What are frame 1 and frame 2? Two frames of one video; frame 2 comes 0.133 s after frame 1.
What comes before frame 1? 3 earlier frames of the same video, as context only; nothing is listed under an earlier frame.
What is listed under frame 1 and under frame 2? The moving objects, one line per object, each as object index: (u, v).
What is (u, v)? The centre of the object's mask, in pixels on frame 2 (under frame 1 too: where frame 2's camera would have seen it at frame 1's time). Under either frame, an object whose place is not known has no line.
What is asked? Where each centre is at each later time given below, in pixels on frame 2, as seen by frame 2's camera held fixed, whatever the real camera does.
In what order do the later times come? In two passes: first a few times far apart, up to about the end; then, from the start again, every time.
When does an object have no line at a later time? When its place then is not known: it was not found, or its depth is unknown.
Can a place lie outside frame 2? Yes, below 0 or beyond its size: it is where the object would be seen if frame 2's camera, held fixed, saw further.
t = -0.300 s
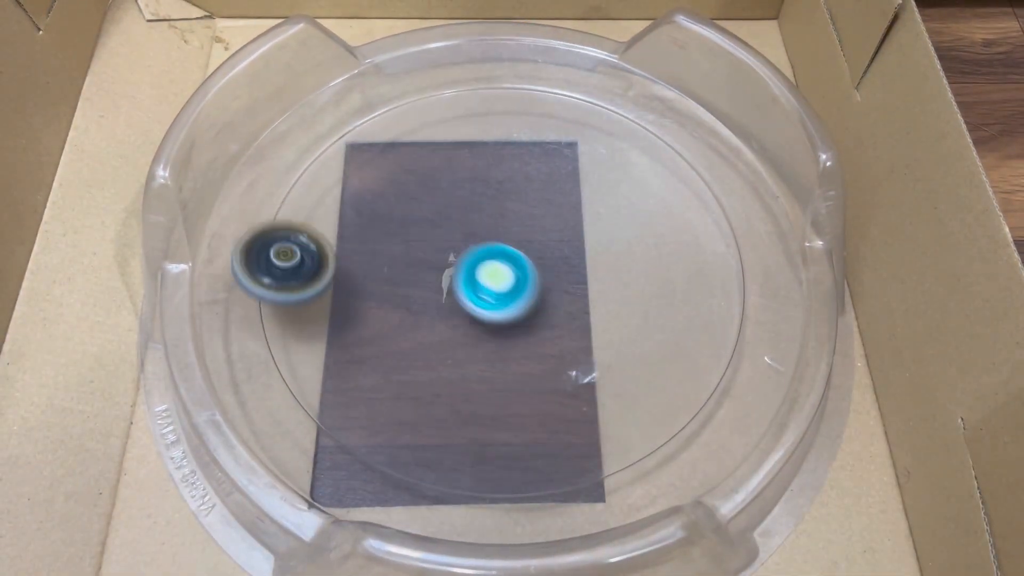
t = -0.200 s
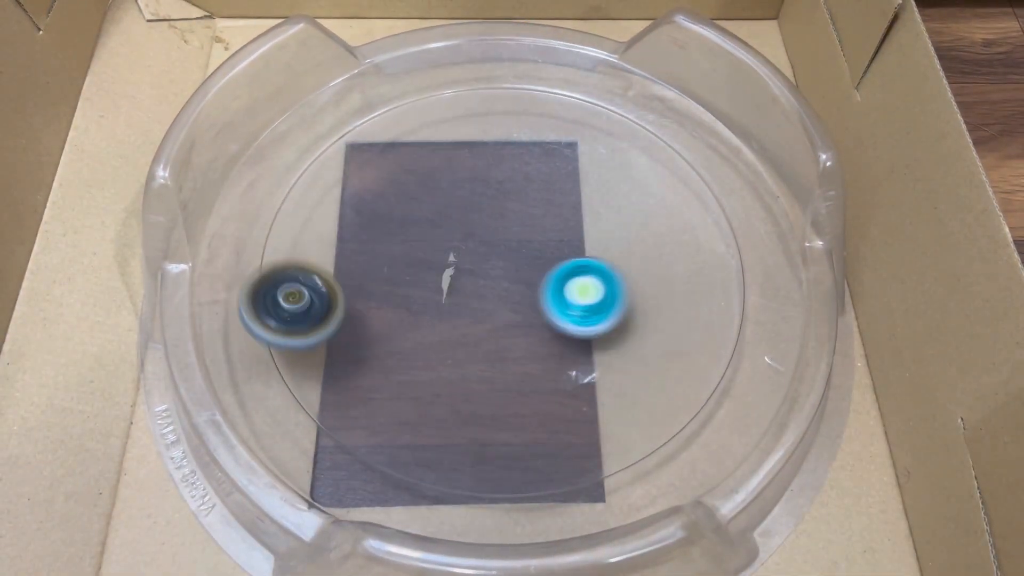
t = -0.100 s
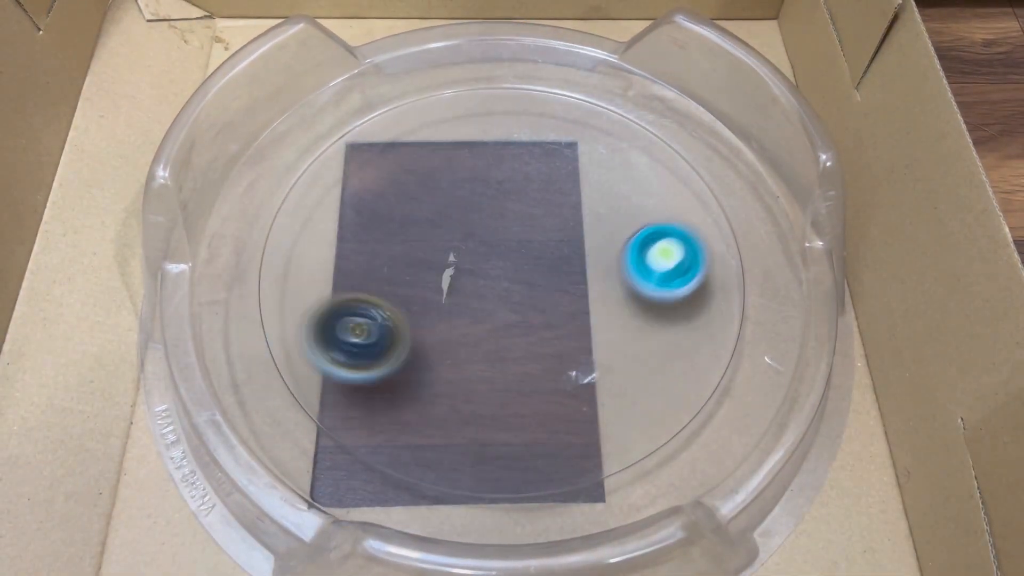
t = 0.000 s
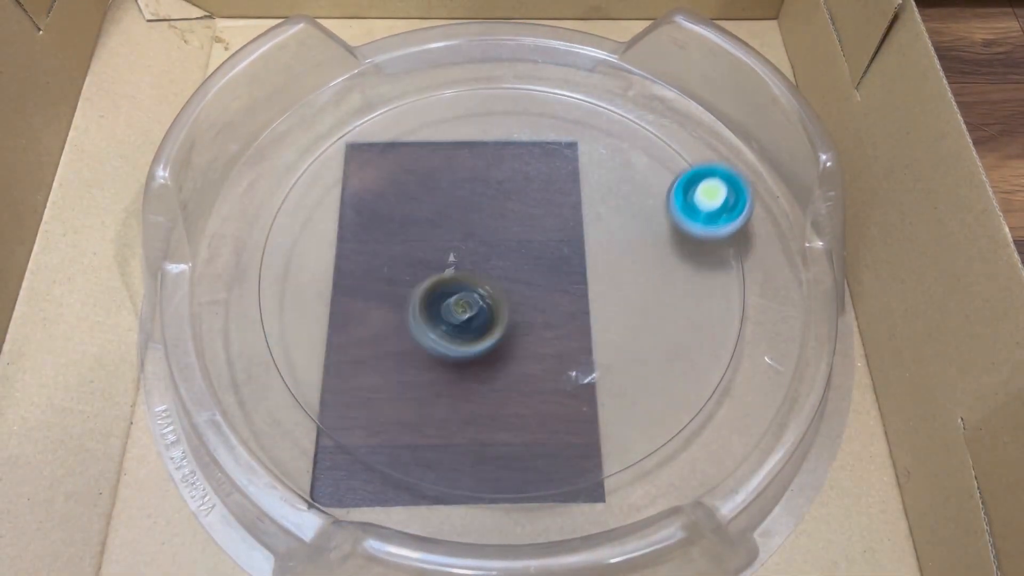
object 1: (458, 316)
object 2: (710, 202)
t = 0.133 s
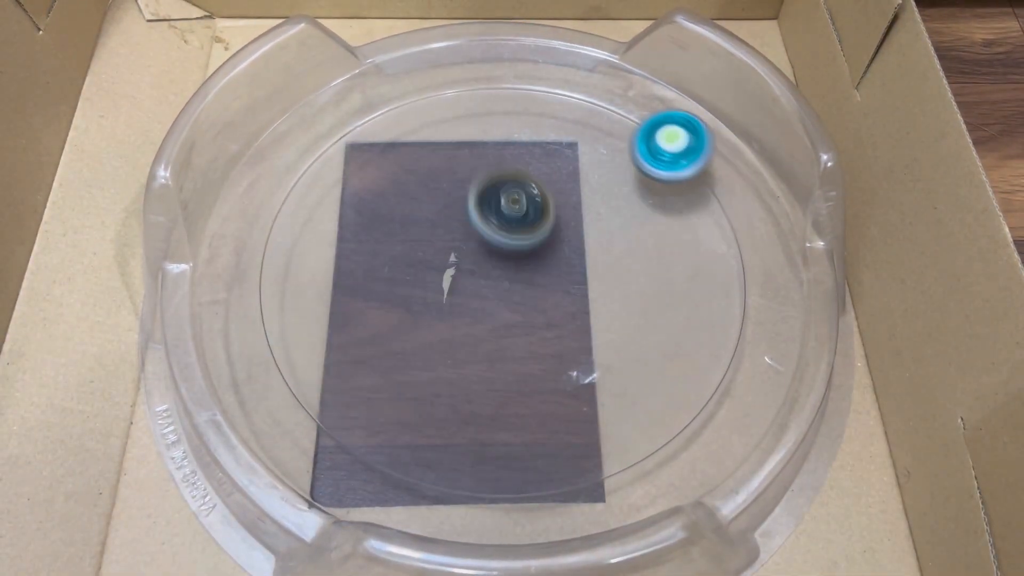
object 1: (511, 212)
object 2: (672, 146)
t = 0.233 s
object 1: (478, 134)
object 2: (635, 133)
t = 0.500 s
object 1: (330, 141)
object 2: (502, 229)
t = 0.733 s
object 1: (436, 273)
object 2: (601, 357)
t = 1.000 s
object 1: (633, 133)
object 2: (736, 282)
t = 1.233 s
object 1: (518, 80)
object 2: (643, 212)
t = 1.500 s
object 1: (474, 198)
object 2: (450, 319)
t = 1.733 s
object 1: (659, 258)
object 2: (557, 463)
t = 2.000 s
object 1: (670, 139)
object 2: (661, 341)
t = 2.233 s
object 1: (519, 156)
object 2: (497, 284)
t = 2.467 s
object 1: (474, 306)
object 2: (438, 428)
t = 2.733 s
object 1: (724, 324)
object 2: (529, 451)
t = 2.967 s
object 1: (670, 165)
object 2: (569, 324)
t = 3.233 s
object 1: (445, 193)
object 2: (360, 258)
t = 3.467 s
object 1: (443, 370)
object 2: (300, 358)
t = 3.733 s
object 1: (677, 318)
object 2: (461, 374)
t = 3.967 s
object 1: (571, 163)
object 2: (513, 218)
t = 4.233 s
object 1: (405, 132)
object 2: (320, 208)
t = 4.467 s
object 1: (446, 259)
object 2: (353, 320)
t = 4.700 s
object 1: (625, 216)
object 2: (547, 263)
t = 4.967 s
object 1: (579, 87)
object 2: (484, 92)
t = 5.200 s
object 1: (519, 163)
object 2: (395, 113)
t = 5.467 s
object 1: (641, 284)
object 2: (441, 252)
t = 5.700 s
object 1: (719, 211)
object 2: (615, 242)
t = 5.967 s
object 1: (650, 204)
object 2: (549, 189)
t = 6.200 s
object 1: (590, 335)
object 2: (539, 210)
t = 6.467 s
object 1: (691, 375)
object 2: (585, 239)
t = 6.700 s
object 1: (596, 327)
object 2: (584, 204)
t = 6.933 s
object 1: (552, 432)
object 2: (480, 220)
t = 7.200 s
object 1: (558, 412)
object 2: (535, 333)
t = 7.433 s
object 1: (553, 443)
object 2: (572, 241)
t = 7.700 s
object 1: (507, 350)
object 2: (518, 268)
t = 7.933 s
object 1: (391, 389)
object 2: (500, 253)
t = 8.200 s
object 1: (442, 363)
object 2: (491, 280)
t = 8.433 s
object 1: (382, 297)
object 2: (522, 232)
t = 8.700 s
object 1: (396, 295)
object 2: (496, 228)
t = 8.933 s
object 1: (405, 230)
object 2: (512, 219)
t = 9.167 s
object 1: (409, 235)
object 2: (507, 221)
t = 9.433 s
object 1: (441, 231)
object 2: (569, 213)
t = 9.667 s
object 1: (490, 210)
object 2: (580, 195)
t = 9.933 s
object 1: (389, 274)
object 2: (693, 157)
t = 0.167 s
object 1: (507, 184)
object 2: (659, 139)
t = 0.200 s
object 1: (495, 157)
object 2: (648, 135)
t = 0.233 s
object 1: (478, 134)
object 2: (635, 133)
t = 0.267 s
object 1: (455, 112)
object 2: (621, 133)
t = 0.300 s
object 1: (430, 96)
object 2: (603, 137)
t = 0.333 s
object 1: (404, 86)
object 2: (581, 143)
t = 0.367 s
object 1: (387, 93)
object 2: (559, 153)
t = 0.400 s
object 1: (372, 107)
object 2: (539, 168)
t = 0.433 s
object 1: (358, 121)
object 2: (522, 186)
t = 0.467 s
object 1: (344, 131)
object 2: (510, 207)
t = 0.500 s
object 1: (330, 141)
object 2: (502, 229)
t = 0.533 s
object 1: (320, 156)
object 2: (501, 254)
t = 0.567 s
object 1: (318, 174)
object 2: (506, 279)
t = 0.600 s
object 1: (325, 195)
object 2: (517, 303)
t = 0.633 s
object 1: (343, 219)
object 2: (533, 323)
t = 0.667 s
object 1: (367, 243)
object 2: (554, 339)
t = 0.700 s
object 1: (398, 261)
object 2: (577, 351)
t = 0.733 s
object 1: (436, 273)
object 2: (601, 357)
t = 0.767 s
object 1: (476, 276)
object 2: (626, 358)
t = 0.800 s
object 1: (514, 272)
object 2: (651, 355)
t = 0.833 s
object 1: (549, 260)
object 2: (675, 347)
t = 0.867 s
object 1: (580, 242)
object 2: (696, 335)
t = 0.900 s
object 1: (604, 219)
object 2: (715, 322)
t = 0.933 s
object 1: (621, 192)
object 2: (729, 309)
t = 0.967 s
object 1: (630, 163)
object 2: (737, 296)
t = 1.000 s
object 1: (633, 133)
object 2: (736, 282)
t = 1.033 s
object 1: (631, 104)
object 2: (733, 271)
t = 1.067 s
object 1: (615, 87)
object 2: (728, 260)
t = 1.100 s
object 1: (594, 84)
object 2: (720, 249)
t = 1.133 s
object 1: (571, 84)
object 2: (708, 239)
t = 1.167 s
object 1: (549, 83)
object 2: (691, 229)
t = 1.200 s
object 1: (532, 82)
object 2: (670, 219)
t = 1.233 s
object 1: (518, 80)
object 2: (643, 212)
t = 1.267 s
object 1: (505, 79)
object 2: (613, 209)
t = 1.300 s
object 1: (495, 81)
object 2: (583, 212)
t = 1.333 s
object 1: (487, 88)
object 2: (552, 220)
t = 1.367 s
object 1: (479, 102)
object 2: (523, 233)
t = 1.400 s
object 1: (472, 123)
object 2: (498, 250)
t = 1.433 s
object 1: (465, 148)
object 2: (477, 270)
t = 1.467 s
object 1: (466, 174)
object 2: (461, 293)
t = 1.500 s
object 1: (474, 198)
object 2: (450, 319)
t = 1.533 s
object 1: (490, 222)
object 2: (447, 346)
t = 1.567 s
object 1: (512, 242)
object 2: (450, 373)
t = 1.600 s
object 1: (539, 258)
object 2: (462, 399)
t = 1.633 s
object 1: (569, 268)
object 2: (480, 421)
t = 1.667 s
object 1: (600, 272)
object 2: (504, 440)
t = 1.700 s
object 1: (632, 269)
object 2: (530, 454)
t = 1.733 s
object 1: (659, 258)
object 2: (557, 463)
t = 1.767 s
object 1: (681, 243)
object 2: (582, 458)
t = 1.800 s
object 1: (699, 225)
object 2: (604, 445)
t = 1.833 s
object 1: (715, 205)
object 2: (622, 430)
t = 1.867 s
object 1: (721, 185)
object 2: (637, 415)
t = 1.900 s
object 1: (707, 171)
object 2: (650, 399)
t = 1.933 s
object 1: (694, 161)
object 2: (658, 382)
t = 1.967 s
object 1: (681, 150)
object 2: (662, 363)
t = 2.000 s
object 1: (670, 139)
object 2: (661, 341)
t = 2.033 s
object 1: (658, 131)
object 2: (653, 318)
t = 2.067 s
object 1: (638, 130)
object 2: (639, 295)
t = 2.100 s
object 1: (615, 134)
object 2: (618, 275)
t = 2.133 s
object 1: (586, 145)
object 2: (591, 259)
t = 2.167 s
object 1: (559, 159)
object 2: (562, 246)
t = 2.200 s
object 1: (538, 163)
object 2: (531, 258)
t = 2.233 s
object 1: (519, 156)
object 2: (497, 284)
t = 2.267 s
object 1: (501, 159)
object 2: (468, 304)
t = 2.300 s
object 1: (483, 170)
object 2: (446, 323)
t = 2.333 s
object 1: (469, 189)
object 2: (431, 343)
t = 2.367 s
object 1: (459, 216)
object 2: (422, 365)
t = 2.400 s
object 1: (456, 245)
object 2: (421, 387)
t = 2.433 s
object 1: (460, 276)
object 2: (427, 409)
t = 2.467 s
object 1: (474, 306)
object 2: (438, 428)
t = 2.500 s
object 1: (495, 331)
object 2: (451, 444)
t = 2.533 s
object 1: (524, 353)
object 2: (464, 455)
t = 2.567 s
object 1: (558, 367)
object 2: (478, 463)
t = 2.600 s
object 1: (595, 373)
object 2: (490, 466)
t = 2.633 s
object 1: (633, 372)
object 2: (501, 464)
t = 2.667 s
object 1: (672, 361)
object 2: (510, 461)
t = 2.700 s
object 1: (701, 344)
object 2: (519, 458)
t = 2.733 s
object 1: (724, 324)
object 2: (529, 451)
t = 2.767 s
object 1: (744, 301)
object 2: (540, 443)
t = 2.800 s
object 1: (740, 274)
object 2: (551, 431)
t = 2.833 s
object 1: (737, 247)
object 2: (563, 415)
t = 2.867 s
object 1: (732, 223)
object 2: (573, 395)
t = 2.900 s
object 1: (719, 200)
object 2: (579, 372)
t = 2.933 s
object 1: (698, 180)
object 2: (577, 348)
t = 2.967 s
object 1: (670, 165)
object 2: (569, 324)
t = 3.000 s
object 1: (638, 156)
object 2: (556, 301)
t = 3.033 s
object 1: (602, 151)
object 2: (537, 281)
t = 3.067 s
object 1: (565, 153)
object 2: (514, 263)
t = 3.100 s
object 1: (532, 161)
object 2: (489, 248)
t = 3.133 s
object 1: (501, 172)
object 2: (461, 238)
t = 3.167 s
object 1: (481, 173)
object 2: (423, 244)
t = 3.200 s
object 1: (464, 179)
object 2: (388, 249)
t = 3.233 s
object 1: (445, 193)
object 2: (360, 258)
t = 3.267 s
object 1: (427, 214)
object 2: (336, 269)
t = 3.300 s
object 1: (413, 236)
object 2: (318, 284)
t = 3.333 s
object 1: (403, 263)
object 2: (306, 301)
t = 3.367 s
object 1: (401, 290)
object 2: (297, 319)
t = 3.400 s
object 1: (407, 319)
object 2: (291, 336)
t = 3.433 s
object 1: (421, 346)
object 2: (291, 348)
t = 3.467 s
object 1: (443, 370)
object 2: (300, 358)
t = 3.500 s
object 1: (473, 388)
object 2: (313, 367)
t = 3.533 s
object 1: (507, 400)
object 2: (325, 375)
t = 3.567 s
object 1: (543, 404)
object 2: (340, 382)
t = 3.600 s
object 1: (579, 401)
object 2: (358, 387)
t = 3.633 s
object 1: (613, 388)
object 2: (380, 389)
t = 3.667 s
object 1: (643, 369)
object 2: (406, 389)
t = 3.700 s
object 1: (665, 346)
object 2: (434, 385)
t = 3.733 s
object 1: (677, 318)
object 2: (461, 374)
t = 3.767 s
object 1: (683, 289)
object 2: (484, 359)
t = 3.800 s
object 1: (679, 260)
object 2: (502, 340)
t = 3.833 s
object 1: (668, 232)
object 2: (516, 317)
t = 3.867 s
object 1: (650, 209)
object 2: (524, 294)
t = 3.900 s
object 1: (627, 190)
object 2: (526, 268)
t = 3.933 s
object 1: (601, 174)
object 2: (523, 243)
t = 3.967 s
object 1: (571, 163)
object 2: (513, 218)
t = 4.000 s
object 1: (556, 144)
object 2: (486, 203)
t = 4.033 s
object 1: (538, 130)
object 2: (460, 192)
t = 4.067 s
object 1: (514, 122)
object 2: (443, 183)
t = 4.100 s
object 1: (486, 121)
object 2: (426, 176)
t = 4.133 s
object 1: (462, 119)
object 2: (401, 177)
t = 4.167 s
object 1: (437, 122)
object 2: (375, 180)
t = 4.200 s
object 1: (413, 131)
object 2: (351, 188)
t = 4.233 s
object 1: (405, 132)
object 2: (320, 208)
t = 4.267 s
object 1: (399, 142)
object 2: (295, 232)
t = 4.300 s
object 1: (395, 155)
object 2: (284, 249)
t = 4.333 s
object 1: (391, 175)
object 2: (283, 265)
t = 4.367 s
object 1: (393, 197)
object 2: (291, 278)
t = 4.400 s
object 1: (404, 221)
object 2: (306, 292)
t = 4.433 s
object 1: (421, 242)
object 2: (327, 308)
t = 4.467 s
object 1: (446, 259)
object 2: (353, 320)
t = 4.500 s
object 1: (475, 270)
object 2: (383, 329)
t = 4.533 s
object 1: (504, 274)
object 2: (416, 332)
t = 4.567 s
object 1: (532, 271)
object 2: (450, 329)
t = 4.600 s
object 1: (560, 264)
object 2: (481, 319)
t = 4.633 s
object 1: (586, 252)
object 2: (508, 305)
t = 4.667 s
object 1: (608, 235)
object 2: (531, 285)
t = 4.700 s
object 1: (625, 216)
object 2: (547, 263)
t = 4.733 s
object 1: (634, 195)
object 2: (559, 239)
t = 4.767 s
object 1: (639, 172)
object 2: (564, 214)
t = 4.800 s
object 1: (637, 151)
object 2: (564, 188)
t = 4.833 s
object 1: (632, 129)
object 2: (559, 163)
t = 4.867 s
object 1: (624, 109)
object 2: (548, 140)
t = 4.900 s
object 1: (611, 94)
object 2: (533, 121)
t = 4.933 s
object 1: (592, 86)
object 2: (514, 104)
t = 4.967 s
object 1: (579, 87)
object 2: (484, 92)
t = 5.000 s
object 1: (571, 89)
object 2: (459, 85)
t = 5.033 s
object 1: (564, 93)
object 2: (440, 80)
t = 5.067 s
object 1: (557, 97)
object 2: (427, 85)
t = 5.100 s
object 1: (551, 107)
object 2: (417, 90)
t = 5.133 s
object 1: (541, 122)
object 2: (408, 96)
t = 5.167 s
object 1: (529, 141)
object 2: (401, 103)
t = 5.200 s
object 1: (519, 163)
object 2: (395, 113)
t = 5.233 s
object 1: (518, 186)
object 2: (391, 124)
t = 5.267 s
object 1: (522, 210)
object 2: (388, 138)
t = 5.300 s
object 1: (533, 230)
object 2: (386, 155)
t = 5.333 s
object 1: (549, 247)
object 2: (387, 175)
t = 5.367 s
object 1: (568, 261)
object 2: (392, 196)
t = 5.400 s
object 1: (591, 273)
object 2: (403, 218)
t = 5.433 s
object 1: (615, 281)
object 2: (419, 236)
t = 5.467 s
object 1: (641, 284)
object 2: (441, 252)
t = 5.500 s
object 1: (666, 281)
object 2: (466, 265)
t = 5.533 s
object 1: (689, 272)
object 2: (493, 272)
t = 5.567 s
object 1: (708, 260)
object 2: (521, 275)
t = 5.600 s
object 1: (725, 247)
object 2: (547, 272)
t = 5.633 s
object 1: (740, 234)
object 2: (573, 266)
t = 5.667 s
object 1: (731, 221)
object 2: (596, 256)
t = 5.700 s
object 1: (719, 211)
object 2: (615, 242)
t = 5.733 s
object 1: (715, 200)
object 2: (624, 227)
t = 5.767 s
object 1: (734, 183)
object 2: (604, 211)
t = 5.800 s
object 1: (750, 177)
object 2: (584, 206)
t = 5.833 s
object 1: (741, 173)
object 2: (568, 199)
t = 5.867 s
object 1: (725, 181)
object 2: (556, 192)
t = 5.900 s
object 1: (701, 188)
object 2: (550, 189)
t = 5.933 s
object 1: (677, 195)
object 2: (549, 189)
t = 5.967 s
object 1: (650, 204)
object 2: (549, 189)
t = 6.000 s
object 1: (627, 214)
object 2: (547, 189)
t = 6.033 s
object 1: (612, 232)
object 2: (540, 188)
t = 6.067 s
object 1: (600, 251)
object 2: (537, 189)
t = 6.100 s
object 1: (591, 273)
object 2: (536, 193)
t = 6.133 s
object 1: (586, 294)
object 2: (536, 198)
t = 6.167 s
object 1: (586, 316)
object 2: (537, 204)
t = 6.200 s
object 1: (590, 335)
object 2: (539, 210)
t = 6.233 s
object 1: (598, 352)
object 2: (543, 216)
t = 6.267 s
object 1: (610, 366)
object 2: (548, 222)
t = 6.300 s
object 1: (625, 376)
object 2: (554, 226)
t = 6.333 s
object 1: (644, 383)
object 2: (560, 231)
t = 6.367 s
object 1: (663, 387)
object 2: (566, 235)
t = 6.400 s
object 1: (682, 388)
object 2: (573, 237)
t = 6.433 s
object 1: (693, 386)
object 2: (579, 238)
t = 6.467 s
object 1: (691, 375)
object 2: (585, 239)
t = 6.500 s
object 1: (688, 365)
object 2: (589, 238)
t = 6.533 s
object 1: (684, 353)
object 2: (592, 237)
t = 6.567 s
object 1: (675, 341)
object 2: (595, 237)
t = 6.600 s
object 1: (660, 327)
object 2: (596, 237)
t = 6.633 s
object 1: (639, 313)
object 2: (596, 236)
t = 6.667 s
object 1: (615, 310)
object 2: (593, 230)
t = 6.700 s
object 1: (596, 327)
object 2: (584, 204)
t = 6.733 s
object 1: (578, 343)
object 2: (573, 185)
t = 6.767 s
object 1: (562, 360)
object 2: (560, 175)
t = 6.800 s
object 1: (551, 375)
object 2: (543, 174)
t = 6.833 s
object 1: (544, 391)
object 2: (525, 180)
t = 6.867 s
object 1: (543, 405)
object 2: (508, 190)
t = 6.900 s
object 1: (546, 419)
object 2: (492, 204)
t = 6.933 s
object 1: (552, 432)
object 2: (480, 220)
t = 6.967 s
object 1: (558, 443)
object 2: (472, 238)
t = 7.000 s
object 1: (562, 453)
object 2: (468, 258)
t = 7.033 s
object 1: (563, 454)
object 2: (469, 278)
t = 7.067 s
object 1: (562, 447)
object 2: (475, 297)
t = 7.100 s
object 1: (561, 442)
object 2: (485, 315)
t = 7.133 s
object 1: (562, 433)
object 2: (500, 329)
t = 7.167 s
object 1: (561, 420)
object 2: (518, 339)
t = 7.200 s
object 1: (558, 412)
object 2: (535, 333)
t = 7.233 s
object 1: (559, 421)
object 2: (545, 308)
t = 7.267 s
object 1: (558, 433)
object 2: (554, 286)
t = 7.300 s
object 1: (558, 435)
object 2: (564, 267)
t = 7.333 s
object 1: (557, 438)
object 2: (571, 253)
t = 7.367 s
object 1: (556, 442)
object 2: (574, 245)
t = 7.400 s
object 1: (554, 443)
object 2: (575, 241)
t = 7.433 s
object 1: (553, 443)
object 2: (572, 241)
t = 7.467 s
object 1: (552, 442)
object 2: (564, 240)
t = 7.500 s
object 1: (550, 438)
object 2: (557, 241)
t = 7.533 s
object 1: (547, 428)
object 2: (549, 243)
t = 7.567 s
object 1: (544, 416)
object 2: (541, 246)
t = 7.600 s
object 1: (541, 402)
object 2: (533, 250)
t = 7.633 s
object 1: (533, 384)
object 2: (527, 256)
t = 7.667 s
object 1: (523, 367)
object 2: (521, 262)
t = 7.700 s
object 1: (507, 350)
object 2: (518, 268)
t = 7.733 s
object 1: (486, 343)
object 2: (518, 265)
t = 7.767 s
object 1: (462, 348)
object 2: (521, 252)
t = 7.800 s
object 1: (439, 353)
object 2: (521, 245)
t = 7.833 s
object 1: (421, 360)
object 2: (518, 244)
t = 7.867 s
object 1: (407, 368)
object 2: (511, 246)
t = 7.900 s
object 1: (396, 379)
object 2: (505, 249)
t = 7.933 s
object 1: (391, 389)
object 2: (500, 253)
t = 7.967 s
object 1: (386, 400)
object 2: (496, 257)
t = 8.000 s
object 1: (385, 408)
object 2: (492, 261)
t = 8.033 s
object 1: (389, 412)
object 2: (490, 265)
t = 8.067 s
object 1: (395, 411)
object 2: (489, 269)
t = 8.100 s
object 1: (404, 404)
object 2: (489, 273)
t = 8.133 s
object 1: (416, 394)
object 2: (489, 276)
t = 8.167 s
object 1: (430, 380)
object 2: (490, 278)
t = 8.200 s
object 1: (442, 363)
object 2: (491, 280)
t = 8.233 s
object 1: (449, 344)
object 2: (493, 281)
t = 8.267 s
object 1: (441, 338)
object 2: (508, 265)
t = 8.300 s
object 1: (429, 329)
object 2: (520, 252)
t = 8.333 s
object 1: (418, 319)
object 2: (528, 244)
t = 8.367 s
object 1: (407, 310)
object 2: (529, 239)
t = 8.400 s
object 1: (395, 303)
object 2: (526, 235)
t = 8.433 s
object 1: (382, 297)
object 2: (522, 232)
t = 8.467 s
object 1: (371, 294)
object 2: (519, 230)
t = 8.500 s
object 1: (362, 294)
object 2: (514, 227)
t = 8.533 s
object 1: (357, 296)
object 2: (510, 226)
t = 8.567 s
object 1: (357, 299)
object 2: (506, 225)
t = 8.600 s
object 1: (360, 302)
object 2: (503, 226)
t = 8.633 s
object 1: (369, 303)
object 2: (500, 226)
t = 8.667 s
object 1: (381, 301)
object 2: (498, 227)
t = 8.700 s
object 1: (396, 295)
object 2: (496, 228)
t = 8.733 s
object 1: (410, 287)
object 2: (494, 229)
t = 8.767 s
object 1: (423, 274)
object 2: (493, 230)
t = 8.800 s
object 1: (420, 266)
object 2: (503, 224)
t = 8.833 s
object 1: (417, 257)
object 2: (511, 220)
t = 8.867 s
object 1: (414, 247)
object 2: (513, 219)
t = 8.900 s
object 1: (409, 237)
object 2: (513, 219)
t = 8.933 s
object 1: (405, 230)
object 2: (512, 219)
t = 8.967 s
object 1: (399, 225)
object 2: (511, 218)
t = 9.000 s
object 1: (393, 221)
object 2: (510, 218)
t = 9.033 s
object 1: (389, 221)
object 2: (509, 218)
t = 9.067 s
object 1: (389, 223)
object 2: (509, 218)
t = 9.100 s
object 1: (391, 227)
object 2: (508, 219)
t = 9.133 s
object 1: (397, 231)
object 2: (507, 220)
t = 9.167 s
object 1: (409, 235)
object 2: (507, 221)
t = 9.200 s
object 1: (421, 237)
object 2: (508, 223)
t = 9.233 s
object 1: (424, 238)
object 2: (519, 223)
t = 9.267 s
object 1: (431, 237)
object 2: (525, 225)
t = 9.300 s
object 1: (441, 235)
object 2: (529, 225)
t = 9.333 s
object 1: (437, 234)
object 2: (545, 223)
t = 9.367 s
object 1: (436, 232)
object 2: (557, 220)
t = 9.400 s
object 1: (437, 231)
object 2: (564, 217)
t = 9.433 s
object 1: (441, 231)
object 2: (569, 213)
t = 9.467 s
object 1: (446, 231)
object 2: (574, 210)
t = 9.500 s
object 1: (453, 231)
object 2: (578, 205)
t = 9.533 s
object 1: (460, 229)
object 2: (580, 202)
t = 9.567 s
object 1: (469, 226)
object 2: (581, 199)
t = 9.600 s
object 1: (477, 222)
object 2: (582, 197)
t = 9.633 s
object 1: (485, 216)
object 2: (581, 196)
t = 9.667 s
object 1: (490, 210)
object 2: (580, 195)
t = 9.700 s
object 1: (475, 204)
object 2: (600, 192)
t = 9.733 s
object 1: (444, 200)
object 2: (637, 188)
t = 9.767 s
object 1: (422, 203)
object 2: (663, 183)
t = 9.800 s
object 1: (406, 211)
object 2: (680, 178)
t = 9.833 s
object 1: (394, 223)
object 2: (690, 172)
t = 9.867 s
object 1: (386, 239)
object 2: (697, 165)
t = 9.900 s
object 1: (385, 255)
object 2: (700, 158)
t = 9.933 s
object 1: (389, 274)
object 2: (693, 157)
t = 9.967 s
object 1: (400, 291)
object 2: (689, 154)
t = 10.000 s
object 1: (417, 305)
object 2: (687, 153)
